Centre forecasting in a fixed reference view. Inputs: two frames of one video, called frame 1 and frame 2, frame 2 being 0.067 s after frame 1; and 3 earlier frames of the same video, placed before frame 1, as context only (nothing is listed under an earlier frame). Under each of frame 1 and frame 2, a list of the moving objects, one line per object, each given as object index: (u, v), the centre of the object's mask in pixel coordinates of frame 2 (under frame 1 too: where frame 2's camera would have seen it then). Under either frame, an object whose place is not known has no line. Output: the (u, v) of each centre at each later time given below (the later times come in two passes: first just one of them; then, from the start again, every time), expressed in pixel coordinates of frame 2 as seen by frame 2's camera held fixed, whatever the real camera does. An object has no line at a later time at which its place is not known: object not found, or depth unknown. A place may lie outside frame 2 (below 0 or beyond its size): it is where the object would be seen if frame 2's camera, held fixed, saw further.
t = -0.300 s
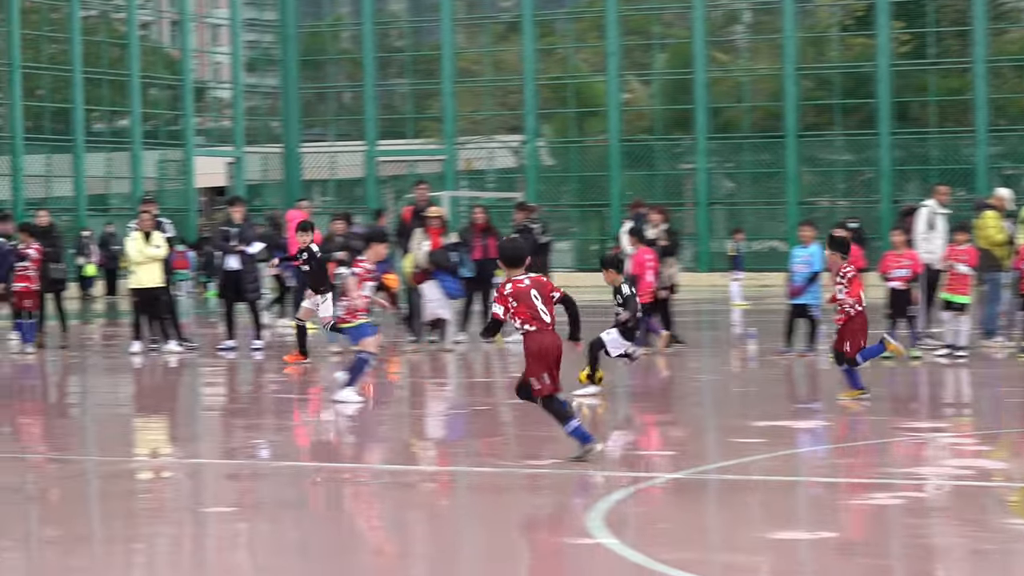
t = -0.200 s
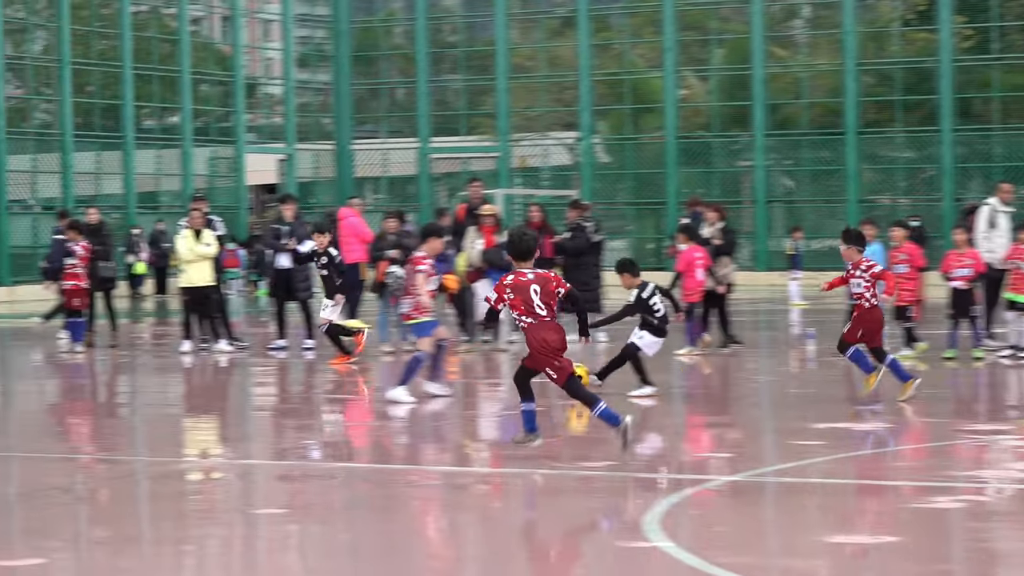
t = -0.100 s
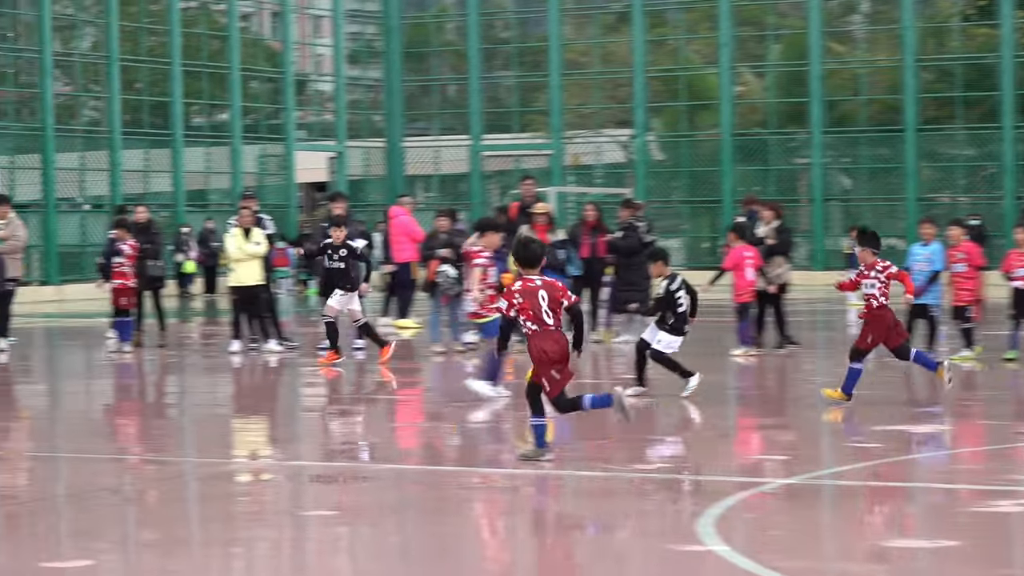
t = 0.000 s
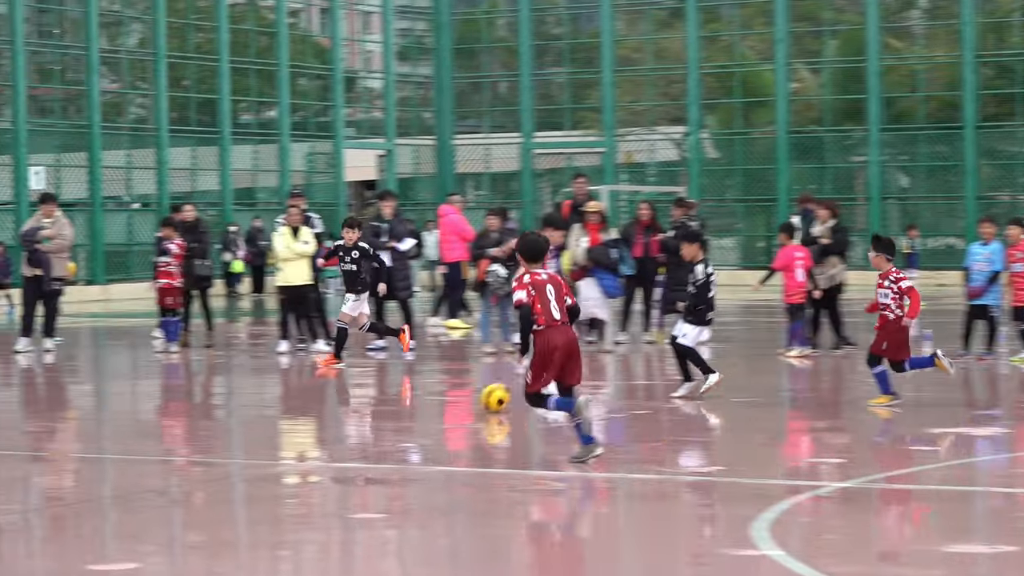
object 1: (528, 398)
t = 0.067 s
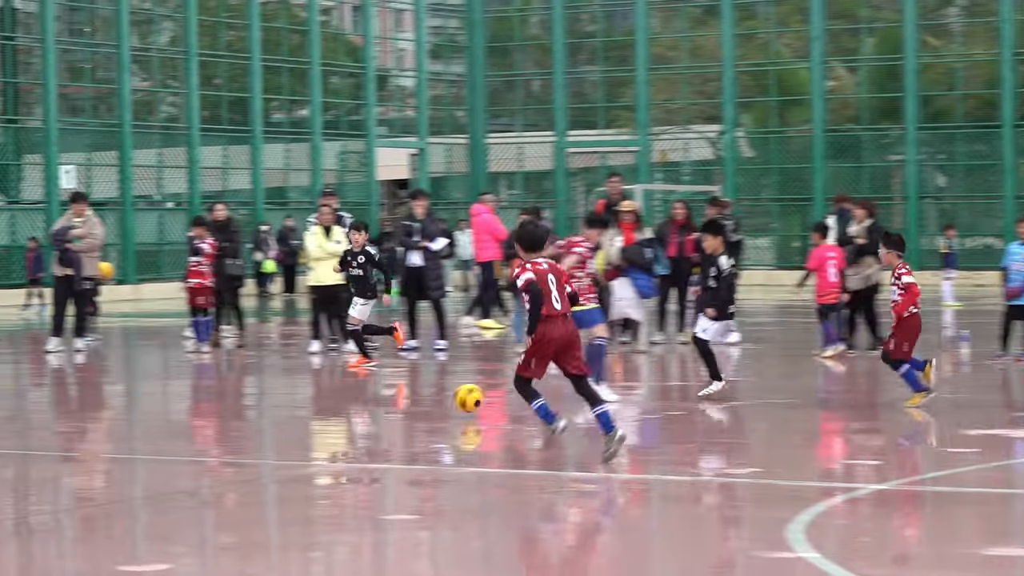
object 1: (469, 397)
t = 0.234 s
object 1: (320, 410)
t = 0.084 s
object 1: (454, 397)
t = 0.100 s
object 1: (439, 397)
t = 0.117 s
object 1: (425, 399)
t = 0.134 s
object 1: (410, 401)
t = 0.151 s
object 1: (395, 403)
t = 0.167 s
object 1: (379, 405)
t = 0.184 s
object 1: (364, 407)
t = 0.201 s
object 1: (349, 411)
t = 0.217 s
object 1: (335, 410)
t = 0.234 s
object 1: (320, 410)
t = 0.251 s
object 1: (306, 409)
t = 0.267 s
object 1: (291, 409)
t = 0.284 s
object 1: (277, 409)
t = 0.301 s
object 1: (263, 411)
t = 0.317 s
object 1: (248, 411)
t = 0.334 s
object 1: (233, 414)
